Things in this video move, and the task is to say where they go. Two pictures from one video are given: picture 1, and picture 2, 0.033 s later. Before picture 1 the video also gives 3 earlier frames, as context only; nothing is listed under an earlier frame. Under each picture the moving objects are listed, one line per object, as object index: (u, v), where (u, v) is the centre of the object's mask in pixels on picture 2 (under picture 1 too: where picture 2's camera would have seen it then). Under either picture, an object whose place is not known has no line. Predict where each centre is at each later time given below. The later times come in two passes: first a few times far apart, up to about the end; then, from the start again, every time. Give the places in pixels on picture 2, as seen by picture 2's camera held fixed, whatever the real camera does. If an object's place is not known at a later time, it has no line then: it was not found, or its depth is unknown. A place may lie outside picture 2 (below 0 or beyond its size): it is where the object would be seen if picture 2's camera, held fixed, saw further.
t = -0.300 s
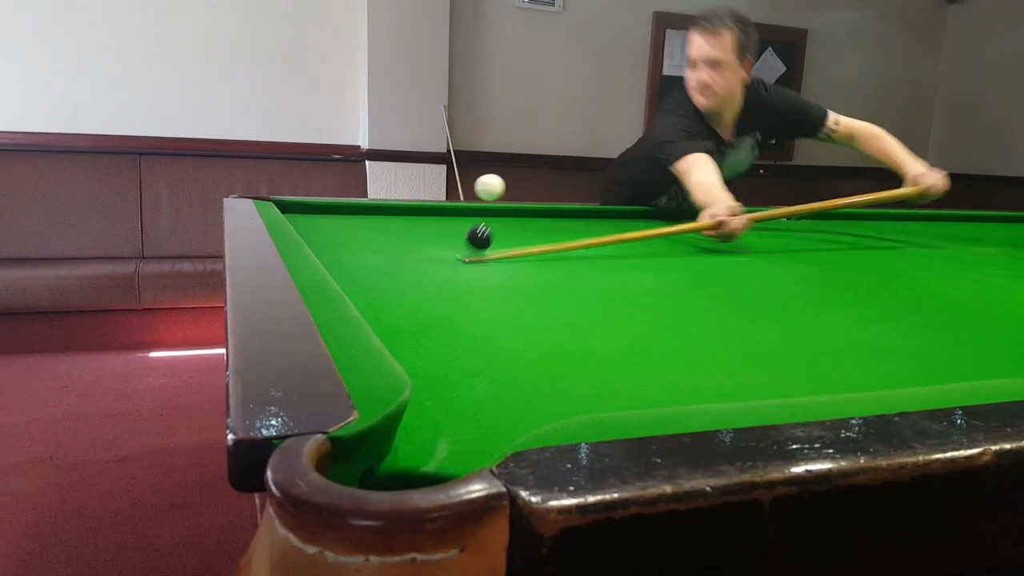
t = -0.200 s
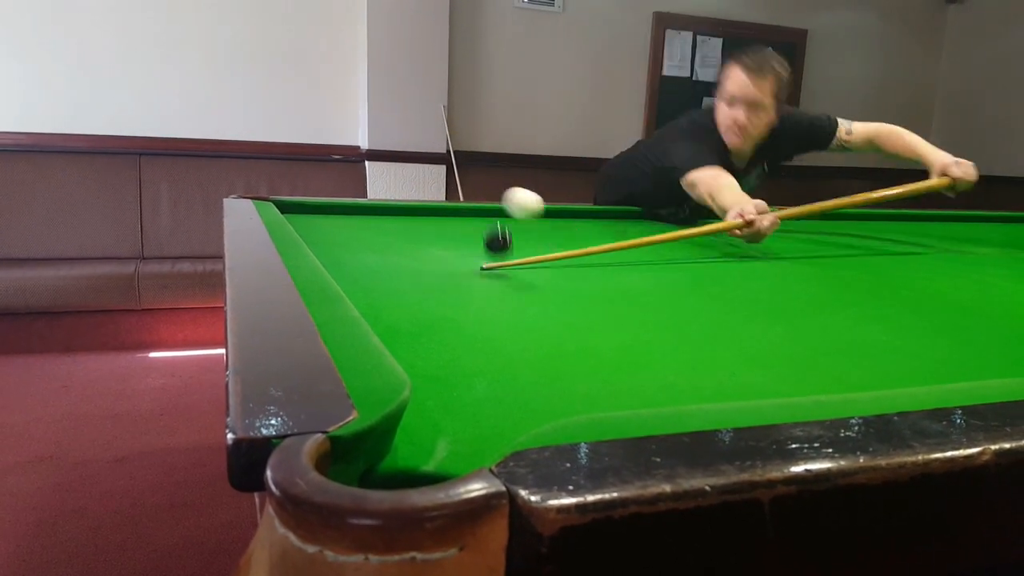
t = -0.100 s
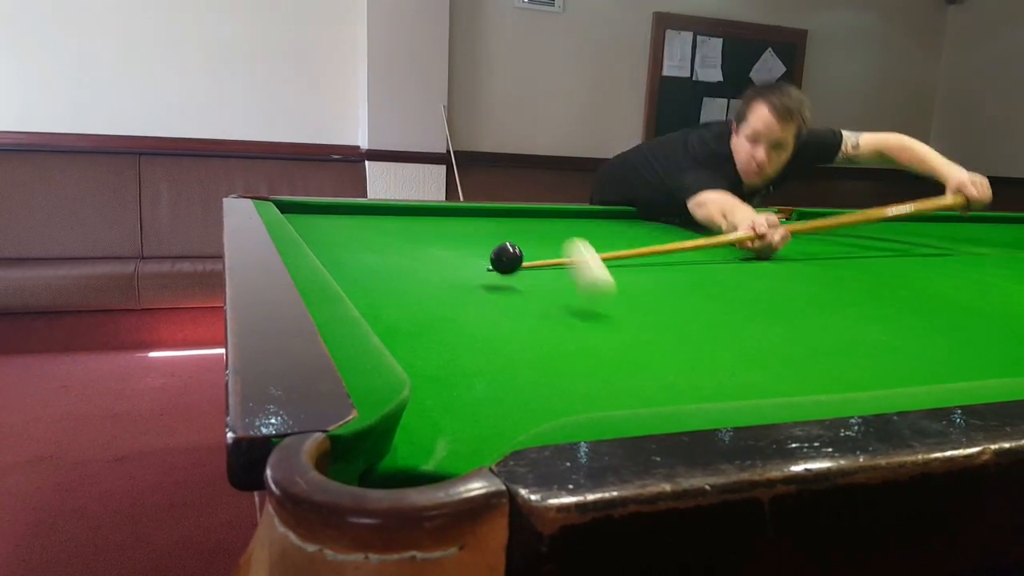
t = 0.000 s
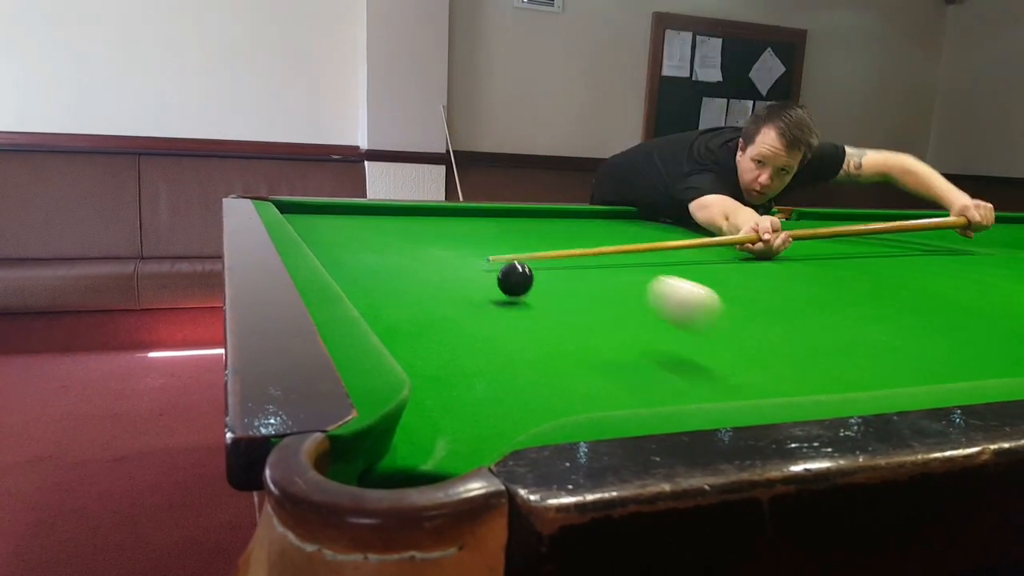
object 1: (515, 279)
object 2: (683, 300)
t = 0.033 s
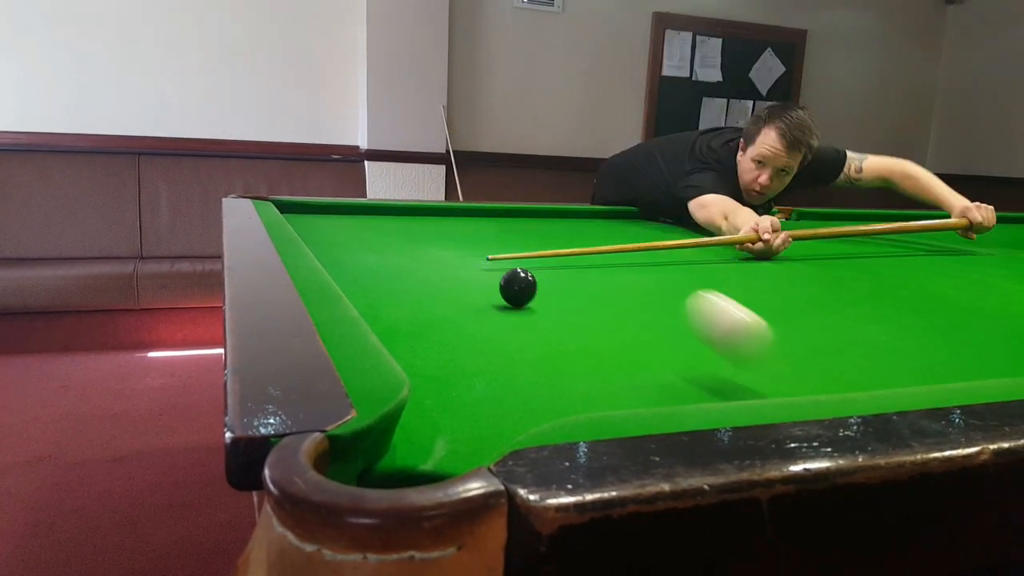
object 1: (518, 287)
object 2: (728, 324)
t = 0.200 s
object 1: (534, 313)
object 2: (685, 331)
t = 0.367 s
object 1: (555, 346)
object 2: (579, 289)
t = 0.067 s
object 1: (521, 291)
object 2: (779, 362)
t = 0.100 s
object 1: (524, 296)
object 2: (806, 371)
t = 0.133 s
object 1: (527, 302)
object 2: (763, 357)
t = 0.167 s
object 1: (531, 307)
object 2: (719, 345)
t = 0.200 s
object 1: (534, 313)
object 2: (685, 331)
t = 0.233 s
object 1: (538, 318)
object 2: (656, 321)
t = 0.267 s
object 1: (542, 324)
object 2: (633, 311)
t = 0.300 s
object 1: (546, 331)
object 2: (612, 303)
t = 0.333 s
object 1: (550, 338)
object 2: (594, 295)
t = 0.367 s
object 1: (555, 346)
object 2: (579, 289)
